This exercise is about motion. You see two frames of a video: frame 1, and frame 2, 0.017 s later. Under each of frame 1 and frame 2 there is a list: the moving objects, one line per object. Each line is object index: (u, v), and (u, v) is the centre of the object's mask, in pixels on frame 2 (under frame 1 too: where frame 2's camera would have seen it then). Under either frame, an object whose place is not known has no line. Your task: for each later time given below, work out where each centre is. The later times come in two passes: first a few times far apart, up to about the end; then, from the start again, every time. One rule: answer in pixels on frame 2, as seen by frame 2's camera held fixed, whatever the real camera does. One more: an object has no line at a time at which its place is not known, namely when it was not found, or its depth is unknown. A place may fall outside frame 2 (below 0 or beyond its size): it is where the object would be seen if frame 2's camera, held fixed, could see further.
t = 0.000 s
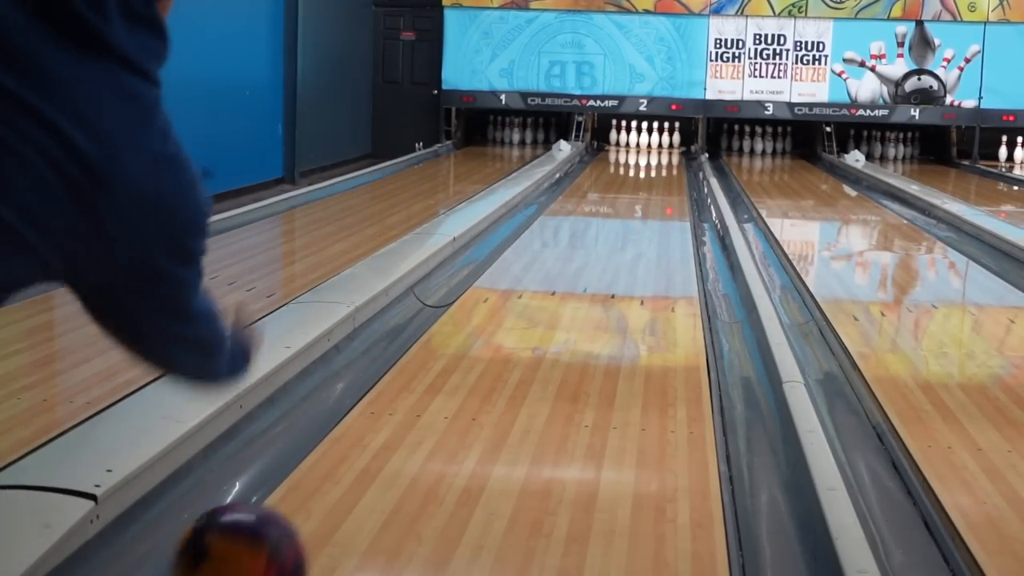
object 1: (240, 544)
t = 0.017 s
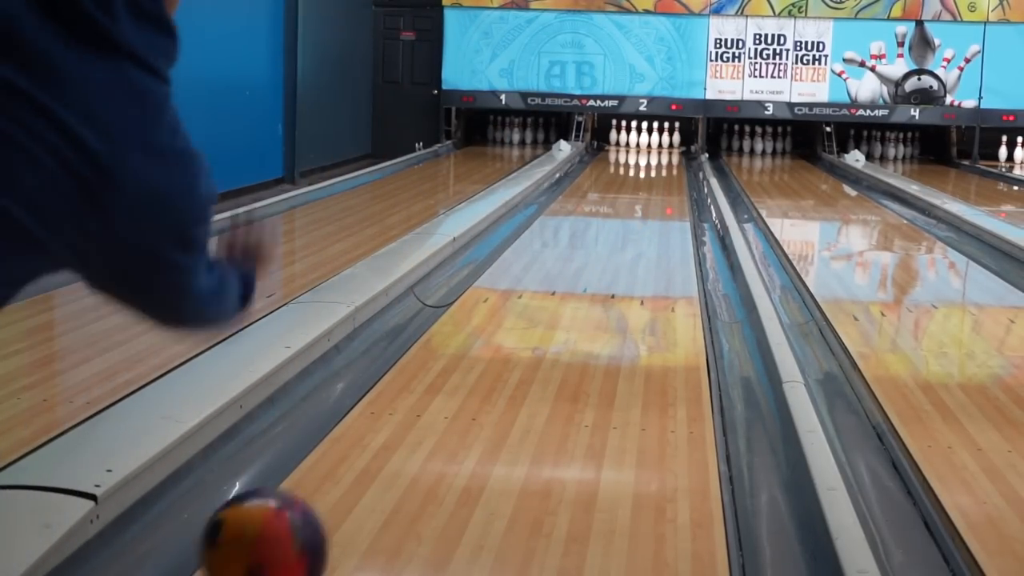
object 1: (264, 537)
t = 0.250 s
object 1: (460, 392)
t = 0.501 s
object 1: (548, 299)
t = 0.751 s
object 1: (595, 249)
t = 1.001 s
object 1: (623, 219)
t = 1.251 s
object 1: (642, 198)
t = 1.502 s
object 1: (655, 182)
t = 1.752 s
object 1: (663, 171)
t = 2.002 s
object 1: (666, 161)
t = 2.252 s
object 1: (665, 153)
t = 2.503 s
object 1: (660, 147)
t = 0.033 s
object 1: (286, 530)
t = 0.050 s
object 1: (306, 523)
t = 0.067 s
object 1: (325, 516)
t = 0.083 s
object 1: (342, 508)
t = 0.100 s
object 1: (357, 501)
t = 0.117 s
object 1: (373, 483)
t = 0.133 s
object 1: (386, 468)
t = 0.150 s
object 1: (399, 455)
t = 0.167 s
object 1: (410, 444)
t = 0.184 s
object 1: (422, 431)
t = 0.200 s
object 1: (432, 421)
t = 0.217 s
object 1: (442, 411)
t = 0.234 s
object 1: (451, 401)
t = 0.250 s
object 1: (460, 392)
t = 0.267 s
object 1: (468, 383)
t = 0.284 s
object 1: (476, 375)
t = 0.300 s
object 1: (484, 367)
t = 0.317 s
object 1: (491, 360)
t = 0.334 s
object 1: (497, 352)
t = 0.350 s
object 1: (503, 346)
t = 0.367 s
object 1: (509, 340)
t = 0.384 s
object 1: (515, 334)
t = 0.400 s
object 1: (521, 328)
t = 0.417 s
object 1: (526, 322)
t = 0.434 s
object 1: (531, 317)
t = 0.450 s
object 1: (536, 312)
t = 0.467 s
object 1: (540, 307)
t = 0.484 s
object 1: (544, 303)
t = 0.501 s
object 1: (548, 299)
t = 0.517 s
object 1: (553, 295)
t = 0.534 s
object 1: (556, 290)
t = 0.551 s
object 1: (560, 286)
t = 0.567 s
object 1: (564, 283)
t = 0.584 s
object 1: (567, 279)
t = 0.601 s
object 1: (570, 275)
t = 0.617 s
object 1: (573, 272)
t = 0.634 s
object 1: (576, 269)
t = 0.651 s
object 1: (579, 266)
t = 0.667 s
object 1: (582, 263)
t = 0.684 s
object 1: (585, 260)
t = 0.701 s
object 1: (588, 257)
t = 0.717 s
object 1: (590, 255)
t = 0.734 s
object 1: (593, 252)
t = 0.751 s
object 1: (595, 249)
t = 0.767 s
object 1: (597, 247)
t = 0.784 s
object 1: (600, 244)
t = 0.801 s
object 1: (602, 242)
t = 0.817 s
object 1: (604, 240)
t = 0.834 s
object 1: (606, 238)
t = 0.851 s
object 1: (608, 236)
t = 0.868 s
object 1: (610, 234)
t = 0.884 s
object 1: (612, 231)
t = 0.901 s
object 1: (614, 230)
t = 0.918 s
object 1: (615, 228)
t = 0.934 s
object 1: (617, 226)
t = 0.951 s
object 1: (618, 224)
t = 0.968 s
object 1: (620, 222)
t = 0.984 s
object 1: (622, 221)
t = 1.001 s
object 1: (623, 219)
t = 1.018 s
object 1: (625, 217)
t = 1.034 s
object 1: (626, 215)
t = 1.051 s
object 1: (628, 214)
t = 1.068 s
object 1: (629, 212)
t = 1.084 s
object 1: (630, 211)
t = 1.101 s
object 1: (632, 209)
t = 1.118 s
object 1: (633, 208)
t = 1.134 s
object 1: (634, 207)
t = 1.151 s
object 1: (635, 205)
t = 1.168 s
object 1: (636, 204)
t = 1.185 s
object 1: (637, 203)
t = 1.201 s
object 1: (639, 201)
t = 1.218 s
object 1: (640, 200)
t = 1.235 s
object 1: (641, 199)
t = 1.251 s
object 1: (642, 198)
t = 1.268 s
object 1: (643, 197)
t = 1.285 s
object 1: (644, 195)
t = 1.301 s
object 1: (645, 194)
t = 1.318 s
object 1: (646, 193)
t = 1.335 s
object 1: (647, 192)
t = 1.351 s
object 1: (647, 191)
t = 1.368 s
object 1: (648, 191)
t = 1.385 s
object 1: (649, 190)
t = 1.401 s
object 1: (650, 188)
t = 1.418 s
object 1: (650, 187)
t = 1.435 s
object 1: (652, 187)
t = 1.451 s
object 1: (653, 185)
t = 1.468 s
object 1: (653, 184)
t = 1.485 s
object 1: (654, 184)
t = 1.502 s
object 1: (655, 182)
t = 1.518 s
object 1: (655, 182)
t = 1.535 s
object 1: (655, 181)
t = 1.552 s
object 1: (656, 180)
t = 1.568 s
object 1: (657, 179)
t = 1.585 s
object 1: (658, 178)
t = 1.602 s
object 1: (659, 178)
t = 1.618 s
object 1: (659, 176)
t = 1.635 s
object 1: (659, 176)
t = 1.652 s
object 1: (659, 175)
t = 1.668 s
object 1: (660, 174)
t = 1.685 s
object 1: (661, 173)
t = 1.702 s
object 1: (661, 173)
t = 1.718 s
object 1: (662, 172)
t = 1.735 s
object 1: (662, 171)
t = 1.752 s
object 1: (663, 171)
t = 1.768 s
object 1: (663, 170)
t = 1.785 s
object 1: (663, 169)
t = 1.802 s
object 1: (664, 169)
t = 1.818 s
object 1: (664, 168)
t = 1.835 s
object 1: (665, 167)
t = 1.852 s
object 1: (665, 167)
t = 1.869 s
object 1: (665, 166)
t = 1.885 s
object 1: (665, 166)
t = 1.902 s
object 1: (666, 165)
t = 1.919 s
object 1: (666, 164)
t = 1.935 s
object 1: (666, 164)
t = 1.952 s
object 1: (666, 163)
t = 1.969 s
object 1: (666, 163)
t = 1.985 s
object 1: (666, 162)
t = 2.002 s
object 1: (666, 161)
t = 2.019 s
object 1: (666, 161)
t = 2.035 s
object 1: (667, 160)
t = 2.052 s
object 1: (667, 159)
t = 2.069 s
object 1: (668, 158)
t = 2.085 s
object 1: (667, 158)
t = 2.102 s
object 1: (666, 158)
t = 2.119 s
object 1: (666, 157)
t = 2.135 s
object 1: (666, 157)
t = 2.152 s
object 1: (666, 157)
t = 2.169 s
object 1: (667, 156)
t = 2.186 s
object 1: (666, 156)
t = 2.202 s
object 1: (666, 155)
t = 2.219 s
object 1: (666, 155)
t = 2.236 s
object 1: (665, 154)
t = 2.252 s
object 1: (665, 153)
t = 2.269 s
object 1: (664, 153)
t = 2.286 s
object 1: (664, 152)
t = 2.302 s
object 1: (664, 152)
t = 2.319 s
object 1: (664, 152)
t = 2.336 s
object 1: (664, 151)
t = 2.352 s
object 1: (664, 151)
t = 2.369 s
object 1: (663, 150)
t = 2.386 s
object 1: (663, 150)
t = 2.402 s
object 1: (662, 149)
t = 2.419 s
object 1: (662, 149)
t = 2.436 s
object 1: (662, 148)
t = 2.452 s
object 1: (661, 148)
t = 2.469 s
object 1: (661, 147)
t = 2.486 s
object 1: (660, 147)
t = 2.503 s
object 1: (660, 147)
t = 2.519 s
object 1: (659, 147)
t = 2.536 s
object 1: (659, 146)
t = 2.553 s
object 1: (658, 146)
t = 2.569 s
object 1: (657, 145)
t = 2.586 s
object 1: (657, 145)
